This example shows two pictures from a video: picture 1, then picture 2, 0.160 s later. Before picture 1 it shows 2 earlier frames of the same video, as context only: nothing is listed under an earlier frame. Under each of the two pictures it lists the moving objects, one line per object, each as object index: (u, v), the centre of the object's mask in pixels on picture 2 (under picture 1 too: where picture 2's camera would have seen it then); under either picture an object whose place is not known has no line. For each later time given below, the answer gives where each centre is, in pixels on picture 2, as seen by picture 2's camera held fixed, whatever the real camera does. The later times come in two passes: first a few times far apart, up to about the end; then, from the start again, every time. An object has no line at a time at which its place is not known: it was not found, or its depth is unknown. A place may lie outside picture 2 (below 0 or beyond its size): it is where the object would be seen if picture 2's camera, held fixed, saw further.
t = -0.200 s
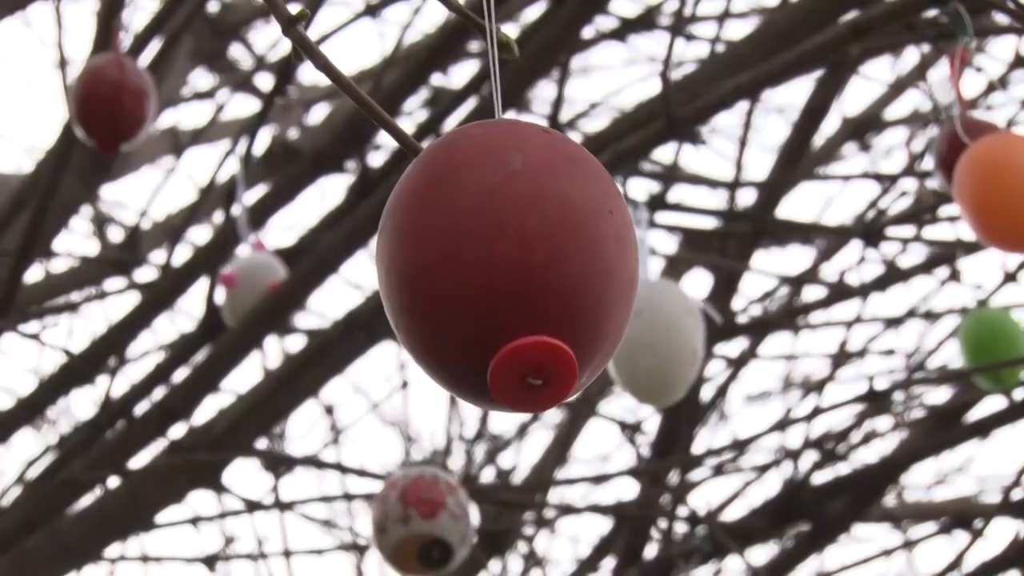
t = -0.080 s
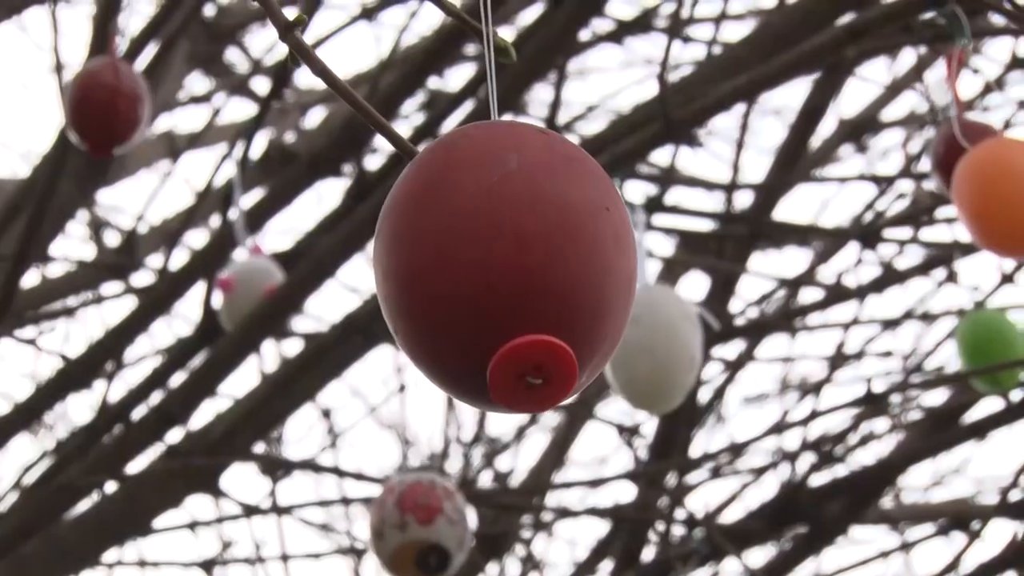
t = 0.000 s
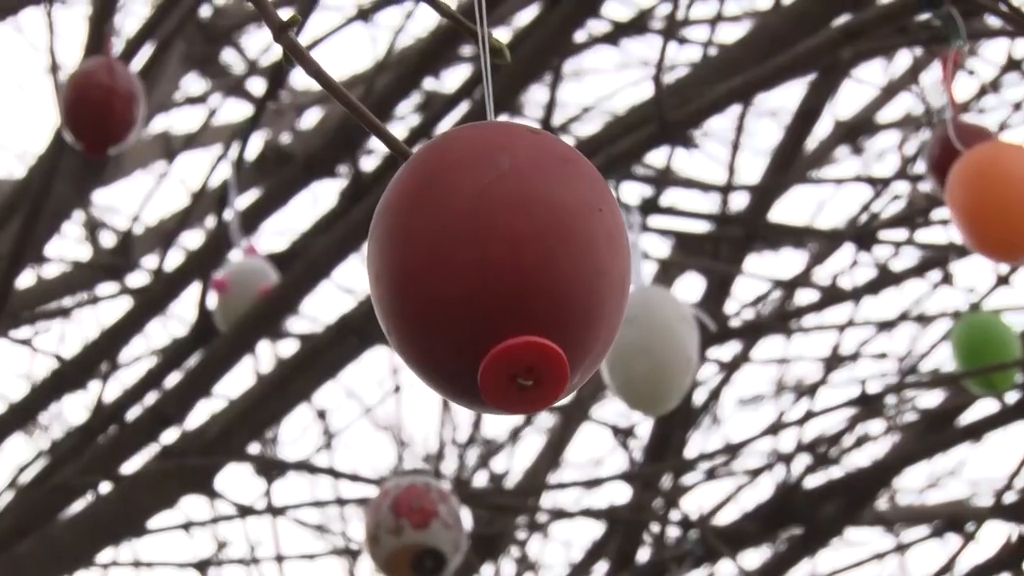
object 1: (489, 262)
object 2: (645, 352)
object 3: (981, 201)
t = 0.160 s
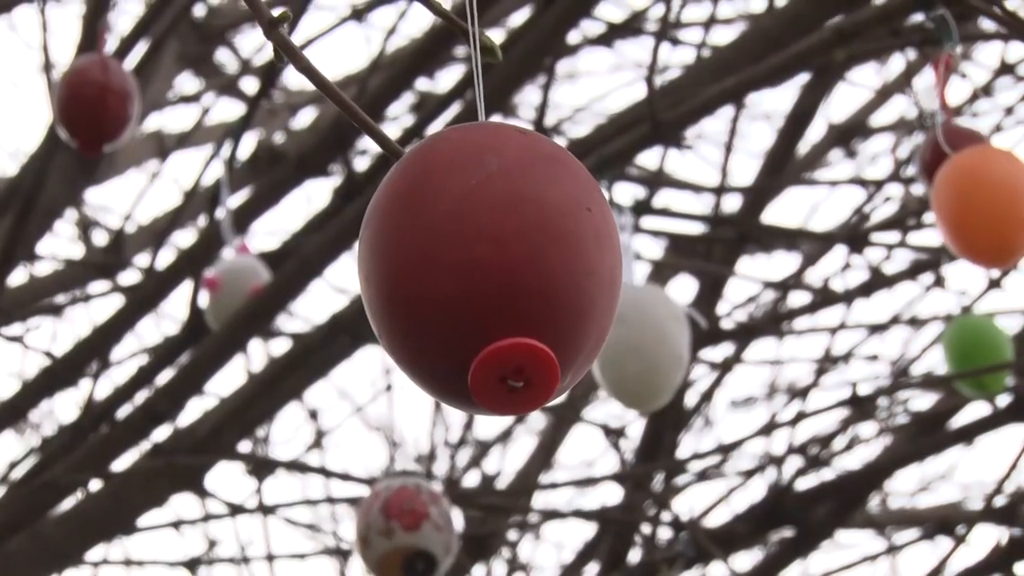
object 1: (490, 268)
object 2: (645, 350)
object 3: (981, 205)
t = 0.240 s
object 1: (491, 267)
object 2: (643, 350)
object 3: (981, 206)
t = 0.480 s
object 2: (644, 355)
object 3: (985, 204)
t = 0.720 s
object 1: (490, 266)
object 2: (647, 354)
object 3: (985, 215)
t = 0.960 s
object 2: (646, 354)
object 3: (979, 204)
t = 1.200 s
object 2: (653, 350)
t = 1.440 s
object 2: (643, 352)
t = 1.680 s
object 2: (649, 350)
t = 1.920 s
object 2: (647, 350)
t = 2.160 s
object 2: (637, 348)
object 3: (972, 199)
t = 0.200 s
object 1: (491, 268)
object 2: (644, 350)
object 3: (981, 206)
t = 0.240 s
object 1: (491, 267)
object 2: (643, 350)
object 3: (981, 206)
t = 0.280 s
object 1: (492, 267)
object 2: (642, 351)
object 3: (981, 206)
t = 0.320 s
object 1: (492, 268)
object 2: (641, 352)
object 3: (982, 205)
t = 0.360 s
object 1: (492, 271)
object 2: (641, 353)
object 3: (982, 204)
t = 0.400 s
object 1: (491, 272)
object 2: (642, 354)
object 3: (983, 204)
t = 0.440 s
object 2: (643, 355)
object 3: (983, 203)
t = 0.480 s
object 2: (644, 355)
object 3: (985, 204)
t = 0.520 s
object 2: (645, 355)
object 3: (986, 205)
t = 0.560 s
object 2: (646, 355)
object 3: (986, 207)
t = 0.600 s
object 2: (646, 355)
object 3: (986, 210)
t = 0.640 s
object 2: (647, 355)
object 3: (987, 212)
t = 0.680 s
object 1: (490, 268)
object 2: (647, 355)
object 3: (986, 214)
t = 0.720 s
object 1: (490, 266)
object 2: (647, 354)
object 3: (985, 215)
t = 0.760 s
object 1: (490, 264)
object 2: (647, 354)
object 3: (984, 215)
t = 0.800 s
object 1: (491, 263)
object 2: (646, 355)
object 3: (983, 214)
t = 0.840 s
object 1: (491, 264)
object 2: (646, 355)
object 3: (981, 213)
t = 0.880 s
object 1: (492, 263)
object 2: (645, 355)
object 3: (980, 210)
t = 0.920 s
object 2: (645, 354)
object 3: (979, 207)
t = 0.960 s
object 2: (646, 354)
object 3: (979, 204)
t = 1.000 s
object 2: (647, 354)
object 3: (978, 202)
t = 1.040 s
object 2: (650, 353)
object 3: (978, 199)
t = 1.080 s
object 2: (652, 352)
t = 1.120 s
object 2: (653, 351)
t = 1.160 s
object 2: (653, 350)
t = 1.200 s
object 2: (653, 350)
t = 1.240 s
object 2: (653, 350)
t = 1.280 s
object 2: (652, 350)
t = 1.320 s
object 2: (649, 351)
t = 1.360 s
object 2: (647, 352)
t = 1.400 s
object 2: (644, 352)
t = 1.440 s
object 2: (643, 352)
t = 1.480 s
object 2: (642, 351)
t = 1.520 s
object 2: (642, 350)
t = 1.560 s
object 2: (643, 349)
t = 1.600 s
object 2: (645, 349)
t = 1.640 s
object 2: (647, 349)
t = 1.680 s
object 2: (649, 350)
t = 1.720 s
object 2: (651, 350)
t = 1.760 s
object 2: (653, 350)
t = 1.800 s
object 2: (652, 349)
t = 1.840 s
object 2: (651, 349)
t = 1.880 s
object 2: (649, 349)
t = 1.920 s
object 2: (647, 350)
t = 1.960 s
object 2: (644, 350)
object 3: (978, 204)
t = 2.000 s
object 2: (642, 350)
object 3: (976, 205)
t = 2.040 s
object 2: (640, 349)
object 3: (975, 204)
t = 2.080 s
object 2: (638, 348)
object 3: (974, 202)
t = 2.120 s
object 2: (637, 348)
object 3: (973, 201)
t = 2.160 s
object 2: (637, 348)
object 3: (972, 199)
